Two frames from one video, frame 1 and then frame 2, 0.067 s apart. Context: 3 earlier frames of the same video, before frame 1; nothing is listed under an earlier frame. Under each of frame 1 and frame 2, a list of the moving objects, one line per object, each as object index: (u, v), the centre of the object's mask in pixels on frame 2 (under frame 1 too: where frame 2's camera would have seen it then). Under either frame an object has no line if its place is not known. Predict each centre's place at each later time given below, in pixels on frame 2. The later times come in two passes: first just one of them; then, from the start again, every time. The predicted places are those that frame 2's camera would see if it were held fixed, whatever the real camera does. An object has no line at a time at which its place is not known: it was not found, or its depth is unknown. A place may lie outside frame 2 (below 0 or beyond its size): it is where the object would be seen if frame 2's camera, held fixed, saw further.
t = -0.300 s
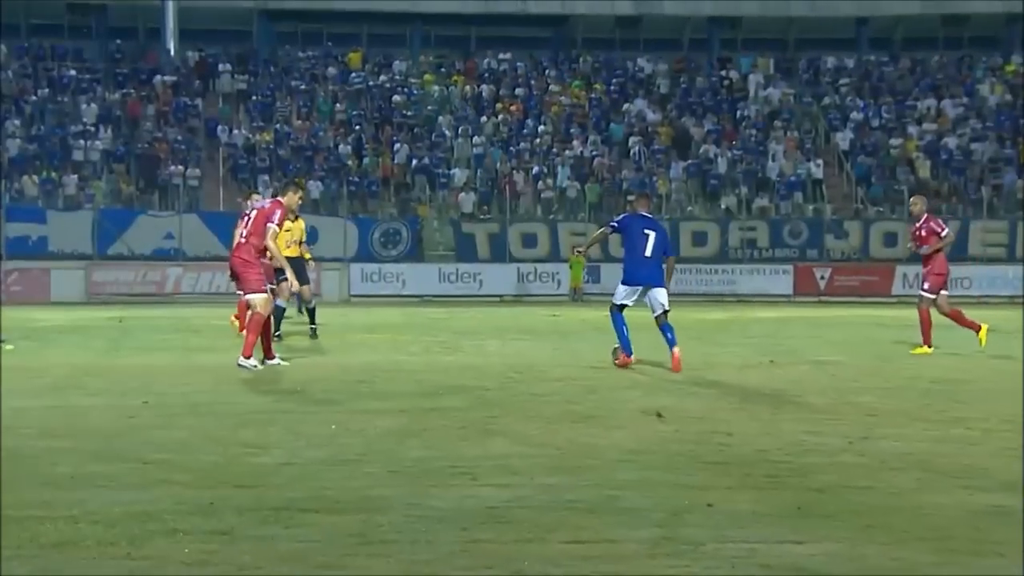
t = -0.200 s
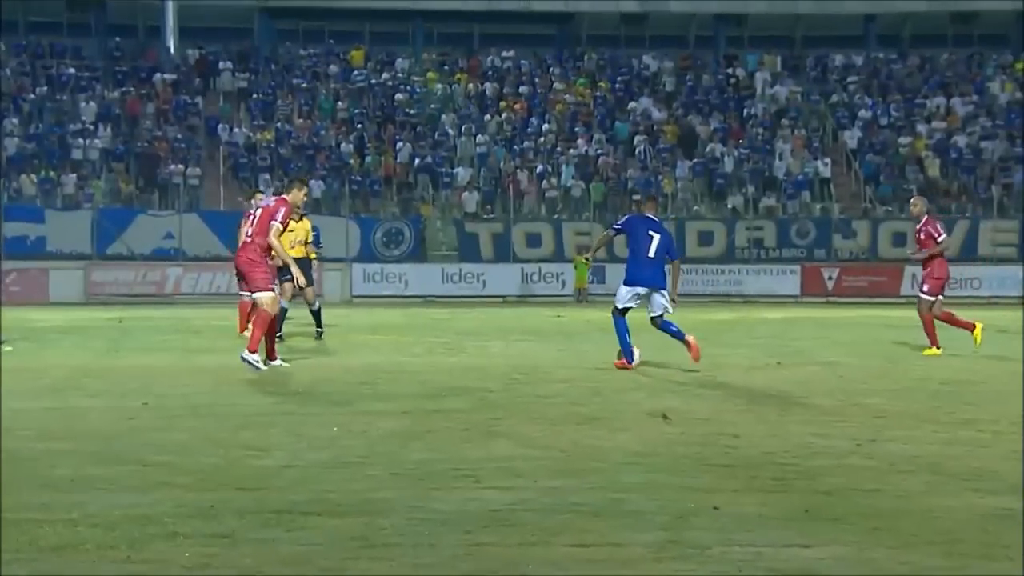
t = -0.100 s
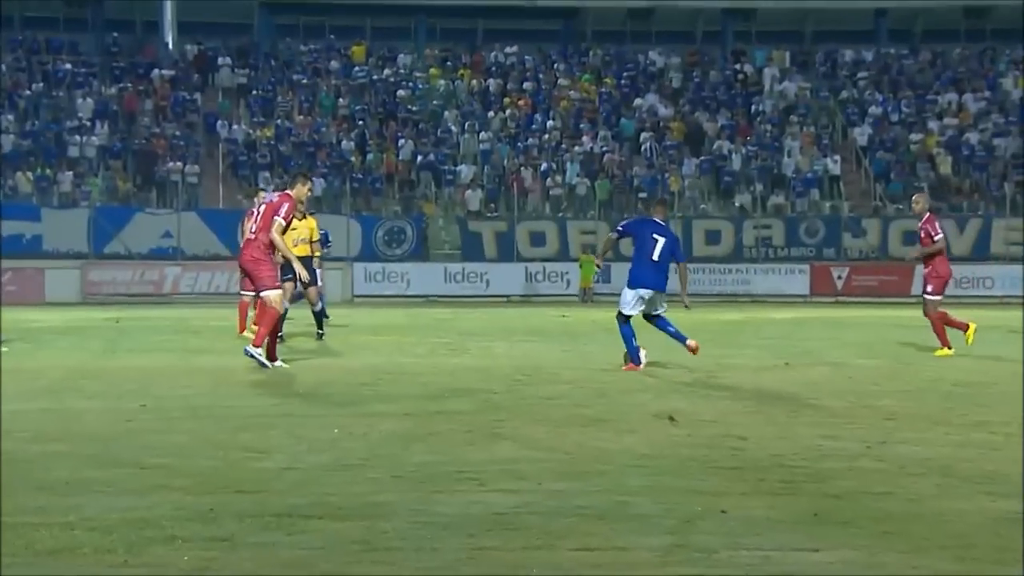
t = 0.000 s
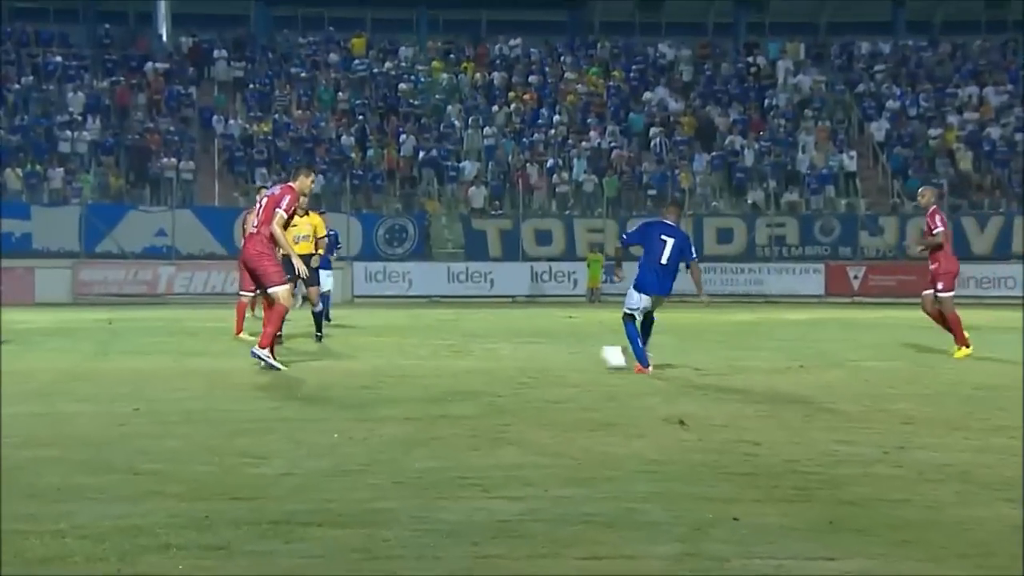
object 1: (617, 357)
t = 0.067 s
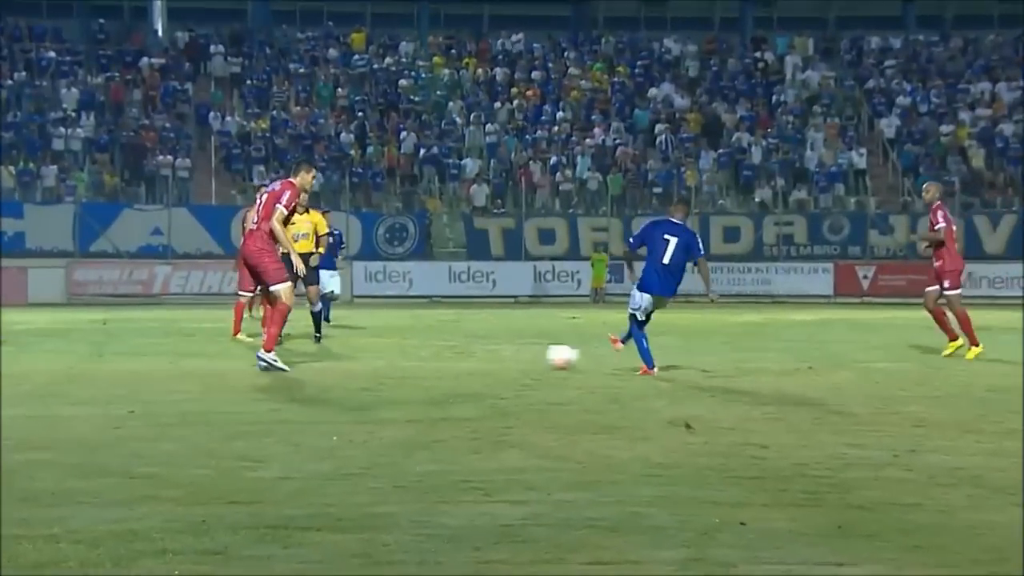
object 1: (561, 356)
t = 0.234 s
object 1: (422, 354)
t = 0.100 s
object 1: (533, 355)
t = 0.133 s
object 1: (505, 356)
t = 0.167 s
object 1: (476, 355)
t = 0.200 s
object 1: (450, 355)
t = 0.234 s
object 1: (422, 354)
